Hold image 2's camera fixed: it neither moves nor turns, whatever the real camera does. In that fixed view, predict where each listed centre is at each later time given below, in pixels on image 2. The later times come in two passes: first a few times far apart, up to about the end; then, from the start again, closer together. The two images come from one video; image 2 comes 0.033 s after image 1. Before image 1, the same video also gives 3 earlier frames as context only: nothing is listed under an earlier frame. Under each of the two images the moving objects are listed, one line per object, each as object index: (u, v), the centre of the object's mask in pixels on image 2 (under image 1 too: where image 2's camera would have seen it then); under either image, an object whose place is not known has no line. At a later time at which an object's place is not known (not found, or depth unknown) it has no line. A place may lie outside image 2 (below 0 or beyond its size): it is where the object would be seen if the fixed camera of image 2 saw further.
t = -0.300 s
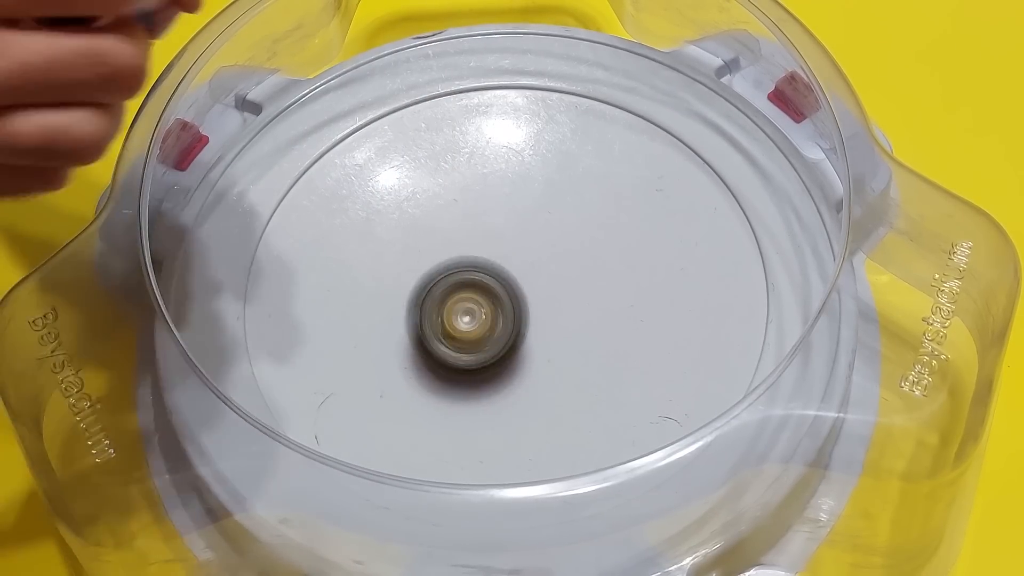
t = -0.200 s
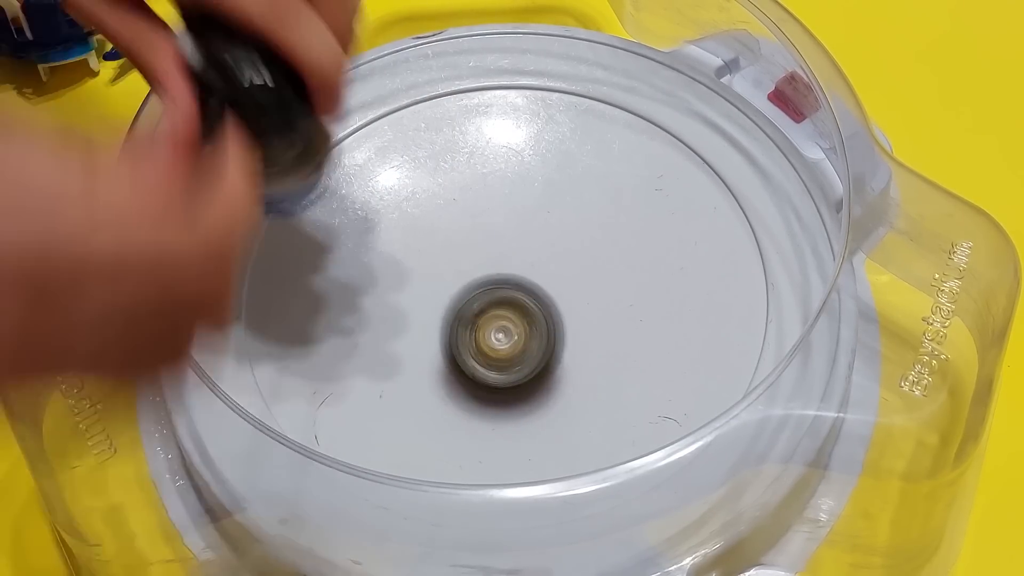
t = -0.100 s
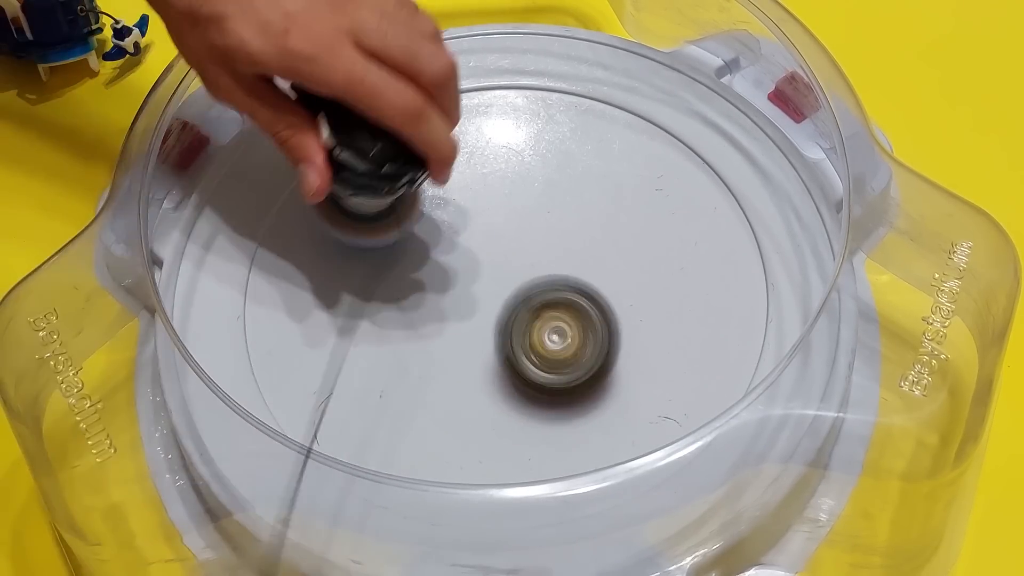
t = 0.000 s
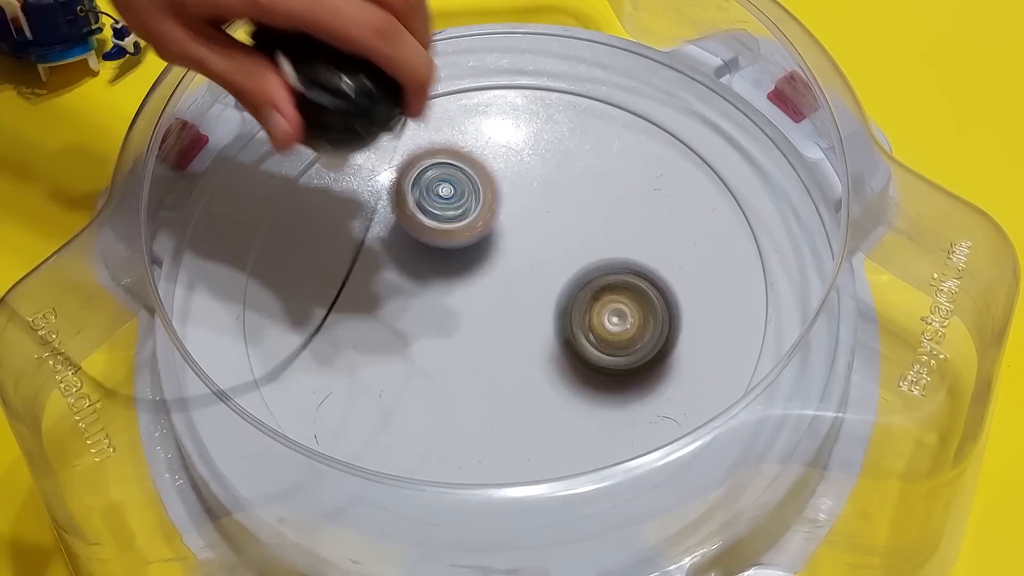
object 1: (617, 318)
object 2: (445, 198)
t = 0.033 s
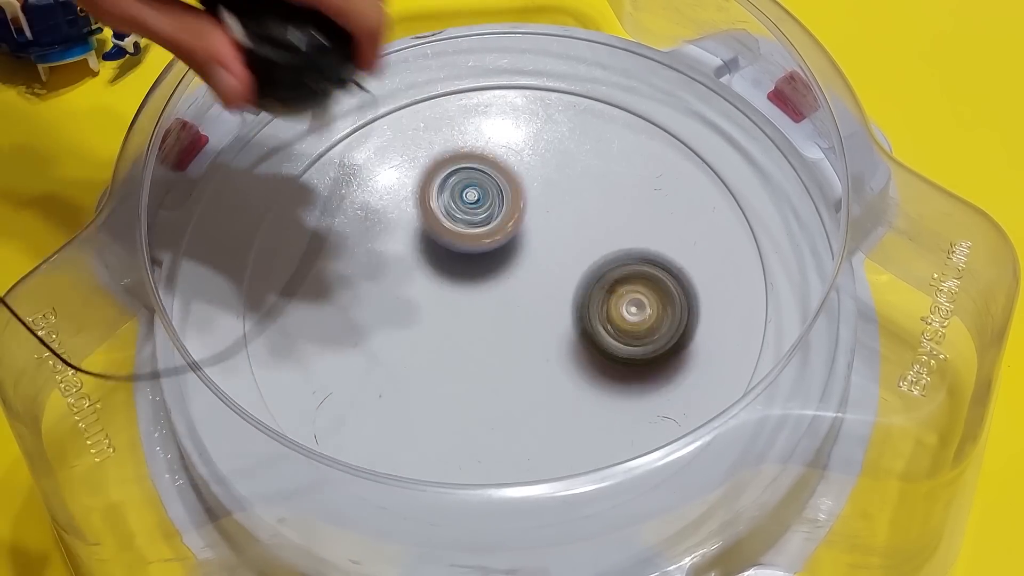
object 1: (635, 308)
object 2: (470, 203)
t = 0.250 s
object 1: (708, 237)
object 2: (593, 195)
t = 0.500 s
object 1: (686, 233)
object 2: (550, 131)
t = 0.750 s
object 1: (511, 283)
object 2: (496, 160)
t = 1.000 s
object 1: (403, 369)
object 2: (620, 279)
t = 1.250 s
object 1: (479, 400)
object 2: (678, 269)
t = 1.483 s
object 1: (566, 344)
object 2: (620, 200)
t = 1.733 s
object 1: (482, 353)
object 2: (561, 204)
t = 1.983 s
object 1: (360, 402)
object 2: (541, 324)
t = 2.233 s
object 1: (406, 370)
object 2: (666, 328)
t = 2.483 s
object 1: (480, 273)
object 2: (569, 167)
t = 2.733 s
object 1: (376, 292)
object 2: (353, 107)
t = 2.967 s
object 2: (296, 212)
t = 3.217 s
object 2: (338, 133)
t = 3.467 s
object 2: (455, 169)
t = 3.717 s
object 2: (559, 218)
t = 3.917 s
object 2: (608, 200)
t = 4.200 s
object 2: (587, 82)
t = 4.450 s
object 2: (469, 172)
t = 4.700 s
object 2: (409, 316)
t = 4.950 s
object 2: (381, 427)
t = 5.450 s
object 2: (587, 230)
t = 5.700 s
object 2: (343, 228)
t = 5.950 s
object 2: (373, 423)
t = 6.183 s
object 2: (611, 320)
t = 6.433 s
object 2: (531, 132)
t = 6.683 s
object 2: (344, 192)
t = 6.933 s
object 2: (453, 334)
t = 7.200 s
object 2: (625, 273)
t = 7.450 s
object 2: (593, 208)
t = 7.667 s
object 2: (503, 233)
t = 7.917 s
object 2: (453, 339)
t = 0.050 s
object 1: (643, 301)
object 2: (484, 203)
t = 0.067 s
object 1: (652, 296)
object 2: (496, 205)
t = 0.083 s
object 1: (658, 290)
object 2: (508, 204)
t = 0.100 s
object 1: (666, 284)
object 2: (521, 206)
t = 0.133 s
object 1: (677, 272)
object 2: (543, 203)
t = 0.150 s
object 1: (681, 266)
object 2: (554, 206)
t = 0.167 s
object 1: (685, 258)
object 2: (563, 204)
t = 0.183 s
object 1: (689, 253)
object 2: (573, 203)
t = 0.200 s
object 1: (693, 246)
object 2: (582, 205)
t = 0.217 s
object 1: (695, 239)
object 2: (589, 203)
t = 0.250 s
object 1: (708, 237)
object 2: (593, 195)
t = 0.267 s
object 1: (713, 236)
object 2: (594, 191)
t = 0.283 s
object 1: (719, 236)
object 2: (594, 183)
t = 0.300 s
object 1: (722, 234)
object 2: (593, 179)
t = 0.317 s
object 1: (726, 233)
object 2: (592, 173)
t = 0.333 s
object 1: (727, 233)
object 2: (592, 167)
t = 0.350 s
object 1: (728, 234)
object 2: (590, 162)
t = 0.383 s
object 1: (726, 231)
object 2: (585, 152)
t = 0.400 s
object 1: (724, 230)
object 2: (582, 148)
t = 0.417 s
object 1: (719, 230)
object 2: (578, 146)
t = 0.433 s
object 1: (714, 230)
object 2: (573, 140)
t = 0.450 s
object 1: (707, 232)
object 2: (567, 138)
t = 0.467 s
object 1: (701, 233)
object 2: (562, 136)
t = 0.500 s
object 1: (686, 233)
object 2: (550, 131)
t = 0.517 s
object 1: (675, 235)
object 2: (543, 129)
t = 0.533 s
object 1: (666, 237)
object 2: (537, 126)
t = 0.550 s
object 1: (655, 238)
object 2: (530, 125)
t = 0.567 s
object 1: (643, 241)
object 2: (525, 123)
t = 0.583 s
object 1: (633, 244)
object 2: (519, 122)
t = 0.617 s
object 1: (610, 249)
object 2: (511, 123)
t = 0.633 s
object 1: (598, 251)
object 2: (507, 126)
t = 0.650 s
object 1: (585, 255)
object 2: (504, 128)
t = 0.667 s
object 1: (573, 259)
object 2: (501, 132)
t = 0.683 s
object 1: (560, 263)
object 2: (499, 136)
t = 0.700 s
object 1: (548, 268)
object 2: (498, 141)
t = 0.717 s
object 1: (535, 272)
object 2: (496, 147)
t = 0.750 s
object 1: (511, 283)
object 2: (496, 160)
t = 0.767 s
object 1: (500, 288)
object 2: (498, 169)
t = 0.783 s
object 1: (488, 295)
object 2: (501, 177)
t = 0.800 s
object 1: (477, 299)
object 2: (504, 187)
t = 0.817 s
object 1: (466, 305)
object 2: (509, 194)
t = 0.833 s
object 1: (457, 312)
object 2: (515, 205)
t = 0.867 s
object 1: (440, 323)
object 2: (532, 223)
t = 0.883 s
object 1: (432, 329)
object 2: (542, 231)
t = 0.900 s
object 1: (425, 335)
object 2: (553, 240)
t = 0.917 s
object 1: (419, 343)
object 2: (565, 248)
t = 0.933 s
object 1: (414, 348)
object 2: (576, 254)
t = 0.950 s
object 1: (410, 353)
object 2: (588, 262)
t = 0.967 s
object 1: (406, 357)
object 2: (598, 266)
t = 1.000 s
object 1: (403, 369)
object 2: (620, 279)
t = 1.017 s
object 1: (403, 373)
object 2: (630, 281)
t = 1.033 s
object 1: (403, 379)
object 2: (639, 286)
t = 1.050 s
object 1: (404, 383)
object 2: (648, 289)
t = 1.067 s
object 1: (407, 387)
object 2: (655, 290)
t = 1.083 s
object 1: (410, 390)
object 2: (662, 293)
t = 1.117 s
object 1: (419, 397)
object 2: (673, 295)
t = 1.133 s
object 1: (425, 400)
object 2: (676, 292)
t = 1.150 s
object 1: (432, 401)
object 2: (679, 288)
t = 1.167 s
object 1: (439, 401)
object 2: (681, 288)
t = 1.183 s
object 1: (447, 402)
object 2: (682, 286)
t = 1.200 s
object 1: (454, 403)
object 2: (682, 282)
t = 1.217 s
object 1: (462, 403)
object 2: (681, 279)
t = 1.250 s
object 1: (479, 400)
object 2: (678, 269)
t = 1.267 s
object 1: (488, 398)
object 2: (675, 265)
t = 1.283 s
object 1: (497, 395)
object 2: (672, 259)
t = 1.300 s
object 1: (505, 393)
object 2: (669, 253)
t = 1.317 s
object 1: (513, 390)
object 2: (665, 246)
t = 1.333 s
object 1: (520, 386)
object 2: (661, 241)
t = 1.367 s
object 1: (535, 377)
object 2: (652, 228)
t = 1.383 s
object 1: (541, 374)
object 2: (646, 223)
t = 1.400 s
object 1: (547, 369)
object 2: (642, 217)
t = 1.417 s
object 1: (552, 364)
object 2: (636, 212)
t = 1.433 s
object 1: (557, 359)
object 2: (632, 208)
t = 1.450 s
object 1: (561, 354)
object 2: (627, 205)
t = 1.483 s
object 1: (566, 344)
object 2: (620, 200)
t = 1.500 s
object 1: (568, 340)
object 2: (616, 199)
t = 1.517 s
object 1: (569, 334)
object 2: (613, 200)
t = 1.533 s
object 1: (569, 331)
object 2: (608, 201)
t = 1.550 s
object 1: (568, 325)
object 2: (604, 203)
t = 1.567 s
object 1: (567, 321)
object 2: (599, 205)
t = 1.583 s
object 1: (565, 317)
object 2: (595, 208)
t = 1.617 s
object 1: (554, 320)
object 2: (588, 207)
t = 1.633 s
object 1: (546, 324)
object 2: (586, 204)
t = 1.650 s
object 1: (536, 329)
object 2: (584, 201)
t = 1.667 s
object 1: (525, 334)
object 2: (580, 201)
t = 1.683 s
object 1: (516, 338)
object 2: (576, 200)
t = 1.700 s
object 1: (505, 344)
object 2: (571, 201)
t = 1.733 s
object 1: (482, 353)
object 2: (561, 204)
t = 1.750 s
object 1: (471, 357)
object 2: (555, 208)
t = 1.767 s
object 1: (460, 362)
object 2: (549, 212)
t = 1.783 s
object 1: (447, 368)
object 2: (543, 217)
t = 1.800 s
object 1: (437, 371)
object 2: (538, 222)
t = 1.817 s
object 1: (427, 375)
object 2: (533, 229)
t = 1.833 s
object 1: (417, 379)
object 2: (529, 237)
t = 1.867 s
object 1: (399, 386)
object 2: (523, 255)
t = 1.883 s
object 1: (391, 389)
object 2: (522, 263)
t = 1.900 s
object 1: (384, 392)
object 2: (522, 275)
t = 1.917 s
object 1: (376, 395)
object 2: (523, 284)
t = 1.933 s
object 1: (371, 397)
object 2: (526, 295)
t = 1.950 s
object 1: (367, 399)
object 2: (530, 304)
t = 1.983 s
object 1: (360, 402)
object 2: (541, 324)
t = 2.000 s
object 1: (358, 402)
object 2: (547, 333)
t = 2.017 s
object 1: (358, 402)
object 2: (557, 340)
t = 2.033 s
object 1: (357, 402)
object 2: (565, 348)
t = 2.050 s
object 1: (358, 402)
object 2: (574, 352)
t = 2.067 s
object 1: (359, 401)
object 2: (584, 357)
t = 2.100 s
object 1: (365, 399)
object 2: (604, 360)
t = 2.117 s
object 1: (368, 396)
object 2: (613, 362)
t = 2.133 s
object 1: (372, 393)
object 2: (621, 359)
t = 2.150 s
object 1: (377, 390)
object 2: (630, 359)
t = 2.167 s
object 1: (383, 387)
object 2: (638, 355)
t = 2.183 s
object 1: (388, 384)
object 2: (646, 350)
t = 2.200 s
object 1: (395, 379)
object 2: (654, 344)
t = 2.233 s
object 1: (406, 370)
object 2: (666, 328)
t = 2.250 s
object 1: (413, 365)
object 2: (671, 320)
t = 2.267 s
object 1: (419, 360)
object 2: (674, 310)
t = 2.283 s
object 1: (426, 354)
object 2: (678, 299)
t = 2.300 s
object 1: (432, 347)
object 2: (680, 287)
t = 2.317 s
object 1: (437, 341)
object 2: (679, 275)
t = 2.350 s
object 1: (450, 328)
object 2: (675, 249)
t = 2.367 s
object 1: (454, 322)
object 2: (668, 236)
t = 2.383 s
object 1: (460, 314)
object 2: (660, 223)
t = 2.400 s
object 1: (464, 307)
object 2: (650, 211)
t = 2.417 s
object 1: (467, 300)
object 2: (637, 200)
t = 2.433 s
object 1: (471, 294)
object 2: (622, 188)
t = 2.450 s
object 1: (474, 287)
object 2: (606, 180)
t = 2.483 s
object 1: (480, 273)
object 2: (569, 167)
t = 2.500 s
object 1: (480, 267)
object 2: (550, 162)
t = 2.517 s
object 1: (480, 261)
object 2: (529, 160)
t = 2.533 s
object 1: (482, 254)
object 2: (506, 158)
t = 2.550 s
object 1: (478, 258)
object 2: (490, 150)
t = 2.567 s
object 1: (468, 255)
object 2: (476, 135)
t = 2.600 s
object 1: (447, 259)
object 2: (450, 115)
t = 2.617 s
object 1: (436, 265)
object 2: (437, 107)
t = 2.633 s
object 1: (426, 275)
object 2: (424, 100)
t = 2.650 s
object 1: (418, 289)
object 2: (413, 95)
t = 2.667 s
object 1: (409, 287)
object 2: (400, 94)
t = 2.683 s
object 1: (400, 285)
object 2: (387, 95)
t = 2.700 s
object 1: (392, 287)
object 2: (375, 95)
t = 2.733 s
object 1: (376, 292)
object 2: (353, 107)
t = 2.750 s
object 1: (368, 289)
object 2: (342, 114)
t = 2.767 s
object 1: (361, 286)
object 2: (334, 125)
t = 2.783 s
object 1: (357, 284)
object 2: (327, 138)
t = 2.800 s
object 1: (353, 283)
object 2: (319, 152)
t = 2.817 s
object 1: (348, 280)
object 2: (313, 170)
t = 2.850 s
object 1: (343, 301)
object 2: (304, 178)
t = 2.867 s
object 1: (341, 314)
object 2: (301, 181)
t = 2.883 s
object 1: (339, 331)
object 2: (298, 183)
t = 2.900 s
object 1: (338, 341)
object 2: (296, 185)
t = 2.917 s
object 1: (338, 351)
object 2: (295, 190)
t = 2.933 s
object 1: (340, 357)
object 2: (295, 196)
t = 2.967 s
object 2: (296, 212)
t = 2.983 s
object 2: (299, 224)
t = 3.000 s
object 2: (303, 236)
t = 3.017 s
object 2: (309, 249)
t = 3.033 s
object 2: (314, 255)
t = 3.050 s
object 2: (315, 238)
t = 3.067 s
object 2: (315, 221)
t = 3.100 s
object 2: (314, 193)
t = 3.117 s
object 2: (316, 180)
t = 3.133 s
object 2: (316, 167)
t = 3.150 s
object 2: (317, 155)
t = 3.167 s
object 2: (318, 146)
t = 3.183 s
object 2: (323, 139)
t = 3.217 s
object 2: (338, 133)
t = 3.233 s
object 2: (347, 130)
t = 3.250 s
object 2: (354, 130)
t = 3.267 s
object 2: (362, 129)
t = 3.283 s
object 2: (371, 130)
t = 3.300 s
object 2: (379, 132)
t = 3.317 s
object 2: (387, 135)
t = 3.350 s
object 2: (402, 140)
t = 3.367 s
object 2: (409, 143)
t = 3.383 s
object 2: (417, 147)
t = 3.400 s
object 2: (425, 151)
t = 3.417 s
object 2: (433, 157)
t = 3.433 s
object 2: (441, 160)
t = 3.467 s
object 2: (455, 169)
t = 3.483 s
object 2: (461, 175)
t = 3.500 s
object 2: (468, 180)
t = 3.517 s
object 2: (476, 184)
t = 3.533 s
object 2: (484, 188)
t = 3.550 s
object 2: (492, 192)
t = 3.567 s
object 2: (500, 197)
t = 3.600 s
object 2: (514, 204)
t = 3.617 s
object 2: (521, 205)
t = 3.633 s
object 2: (527, 208)
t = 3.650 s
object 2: (534, 212)
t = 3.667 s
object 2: (541, 213)
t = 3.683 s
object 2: (547, 216)
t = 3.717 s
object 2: (559, 218)
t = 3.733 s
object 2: (564, 218)
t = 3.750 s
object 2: (570, 218)
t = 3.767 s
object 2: (575, 218)
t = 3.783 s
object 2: (580, 218)
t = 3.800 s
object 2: (585, 217)
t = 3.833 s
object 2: (593, 213)
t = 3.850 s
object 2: (597, 212)
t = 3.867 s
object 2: (600, 211)
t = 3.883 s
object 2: (603, 209)
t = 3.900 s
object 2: (606, 206)
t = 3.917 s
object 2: (608, 200)
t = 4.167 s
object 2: (604, 98)
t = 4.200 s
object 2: (587, 82)
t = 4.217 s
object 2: (574, 82)
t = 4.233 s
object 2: (561, 88)
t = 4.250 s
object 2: (550, 91)
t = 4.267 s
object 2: (539, 95)
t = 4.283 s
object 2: (528, 99)
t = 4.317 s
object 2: (508, 109)
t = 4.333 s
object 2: (500, 116)
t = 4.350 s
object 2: (492, 121)
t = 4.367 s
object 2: (486, 129)
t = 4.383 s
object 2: (480, 137)
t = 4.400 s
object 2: (475, 145)
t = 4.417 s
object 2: (472, 154)
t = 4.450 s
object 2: (469, 172)
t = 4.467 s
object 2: (469, 183)
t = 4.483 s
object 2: (469, 191)
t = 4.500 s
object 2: (471, 202)
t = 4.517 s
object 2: (474, 212)
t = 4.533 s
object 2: (465, 221)
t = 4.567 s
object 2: (441, 237)
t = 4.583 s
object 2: (430, 246)
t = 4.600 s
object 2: (422, 255)
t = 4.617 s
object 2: (416, 265)
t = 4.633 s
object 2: (410, 275)
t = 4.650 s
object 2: (408, 285)
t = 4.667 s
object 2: (406, 296)
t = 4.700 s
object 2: (409, 316)
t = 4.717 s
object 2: (413, 324)
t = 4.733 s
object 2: (417, 333)
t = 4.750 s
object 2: (409, 341)
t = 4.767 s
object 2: (394, 352)
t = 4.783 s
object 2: (380, 365)
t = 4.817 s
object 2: (360, 384)
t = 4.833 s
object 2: (354, 392)
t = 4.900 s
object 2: (354, 420)
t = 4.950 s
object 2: (381, 427)
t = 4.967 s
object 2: (391, 431)
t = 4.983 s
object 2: (403, 434)
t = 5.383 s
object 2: (633, 278)
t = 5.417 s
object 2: (613, 252)
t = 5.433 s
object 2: (601, 240)
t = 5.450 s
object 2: (587, 230)
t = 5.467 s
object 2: (572, 221)
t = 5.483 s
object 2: (557, 214)
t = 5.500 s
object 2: (543, 208)
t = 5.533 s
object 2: (509, 198)
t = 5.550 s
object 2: (493, 194)
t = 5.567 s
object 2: (476, 191)
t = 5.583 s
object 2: (457, 192)
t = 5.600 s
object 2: (439, 193)
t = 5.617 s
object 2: (422, 195)
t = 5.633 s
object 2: (405, 200)
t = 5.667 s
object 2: (372, 212)
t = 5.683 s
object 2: (357, 220)
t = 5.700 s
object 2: (343, 228)
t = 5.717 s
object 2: (329, 236)
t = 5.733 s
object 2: (316, 247)
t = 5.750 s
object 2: (304, 260)
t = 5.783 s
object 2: (290, 288)
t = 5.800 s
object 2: (286, 304)
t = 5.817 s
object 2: (284, 320)
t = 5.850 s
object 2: (289, 351)
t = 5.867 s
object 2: (294, 366)
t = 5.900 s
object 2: (319, 394)
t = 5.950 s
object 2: (373, 423)
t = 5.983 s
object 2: (415, 433)
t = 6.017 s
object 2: (457, 435)
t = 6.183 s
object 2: (611, 320)
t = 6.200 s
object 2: (615, 304)
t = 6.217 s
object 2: (619, 288)
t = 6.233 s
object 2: (621, 272)
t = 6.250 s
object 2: (620, 255)
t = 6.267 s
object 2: (618, 239)
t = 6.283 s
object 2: (615, 224)
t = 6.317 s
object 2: (604, 198)
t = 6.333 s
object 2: (597, 185)
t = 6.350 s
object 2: (588, 173)
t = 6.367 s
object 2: (578, 160)
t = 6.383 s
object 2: (568, 152)
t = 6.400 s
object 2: (557, 145)
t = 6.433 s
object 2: (531, 132)
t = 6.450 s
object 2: (517, 127)
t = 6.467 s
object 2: (501, 122)
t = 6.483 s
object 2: (486, 121)
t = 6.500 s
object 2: (471, 119)
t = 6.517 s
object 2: (455, 119)
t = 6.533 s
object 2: (441, 120)
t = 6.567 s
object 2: (411, 127)
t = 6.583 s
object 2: (398, 132)
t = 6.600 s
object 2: (386, 139)
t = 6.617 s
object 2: (375, 148)
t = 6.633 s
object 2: (366, 156)
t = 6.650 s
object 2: (355, 166)
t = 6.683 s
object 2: (344, 192)
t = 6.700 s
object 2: (340, 204)
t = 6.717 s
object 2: (339, 218)
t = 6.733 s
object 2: (340, 229)
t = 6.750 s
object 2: (341, 242)
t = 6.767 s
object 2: (344, 256)
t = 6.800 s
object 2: (358, 280)
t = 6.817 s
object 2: (367, 290)
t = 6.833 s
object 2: (375, 298)
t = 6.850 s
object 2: (386, 307)
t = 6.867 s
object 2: (399, 315)
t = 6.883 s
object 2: (412, 322)
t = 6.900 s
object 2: (426, 328)
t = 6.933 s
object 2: (453, 334)
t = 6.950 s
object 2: (467, 337)
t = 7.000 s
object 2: (505, 335)
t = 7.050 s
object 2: (542, 326)
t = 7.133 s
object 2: (603, 297)
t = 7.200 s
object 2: (625, 273)
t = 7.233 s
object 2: (627, 261)
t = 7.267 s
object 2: (625, 255)
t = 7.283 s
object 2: (623, 250)
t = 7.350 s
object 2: (613, 233)
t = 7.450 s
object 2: (593, 208)
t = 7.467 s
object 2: (588, 206)
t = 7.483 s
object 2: (581, 205)
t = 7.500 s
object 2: (576, 203)
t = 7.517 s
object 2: (569, 204)
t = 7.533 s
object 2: (563, 201)
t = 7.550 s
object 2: (554, 204)
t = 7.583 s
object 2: (539, 208)
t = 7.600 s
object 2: (532, 211)
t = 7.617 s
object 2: (523, 215)
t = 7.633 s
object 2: (515, 220)
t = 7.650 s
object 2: (509, 225)
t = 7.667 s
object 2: (503, 233)
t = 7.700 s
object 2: (490, 243)
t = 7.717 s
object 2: (486, 251)
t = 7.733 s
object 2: (482, 258)
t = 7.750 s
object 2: (479, 264)
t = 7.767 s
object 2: (475, 270)
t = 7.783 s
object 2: (472, 278)
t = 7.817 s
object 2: (472, 291)
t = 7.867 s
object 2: (472, 306)
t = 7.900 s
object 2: (462, 324)
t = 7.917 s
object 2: (453, 339)
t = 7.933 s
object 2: (449, 349)
